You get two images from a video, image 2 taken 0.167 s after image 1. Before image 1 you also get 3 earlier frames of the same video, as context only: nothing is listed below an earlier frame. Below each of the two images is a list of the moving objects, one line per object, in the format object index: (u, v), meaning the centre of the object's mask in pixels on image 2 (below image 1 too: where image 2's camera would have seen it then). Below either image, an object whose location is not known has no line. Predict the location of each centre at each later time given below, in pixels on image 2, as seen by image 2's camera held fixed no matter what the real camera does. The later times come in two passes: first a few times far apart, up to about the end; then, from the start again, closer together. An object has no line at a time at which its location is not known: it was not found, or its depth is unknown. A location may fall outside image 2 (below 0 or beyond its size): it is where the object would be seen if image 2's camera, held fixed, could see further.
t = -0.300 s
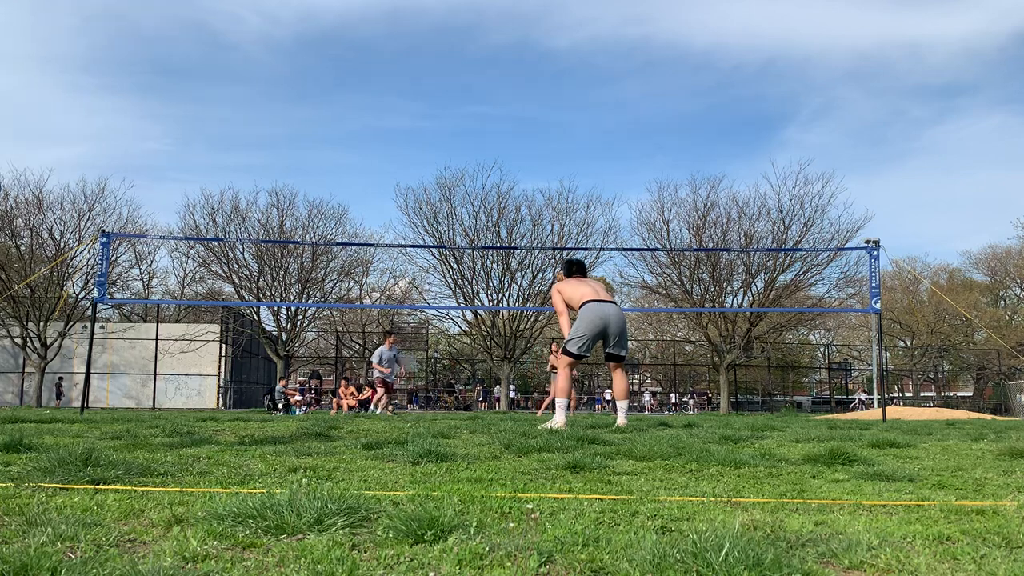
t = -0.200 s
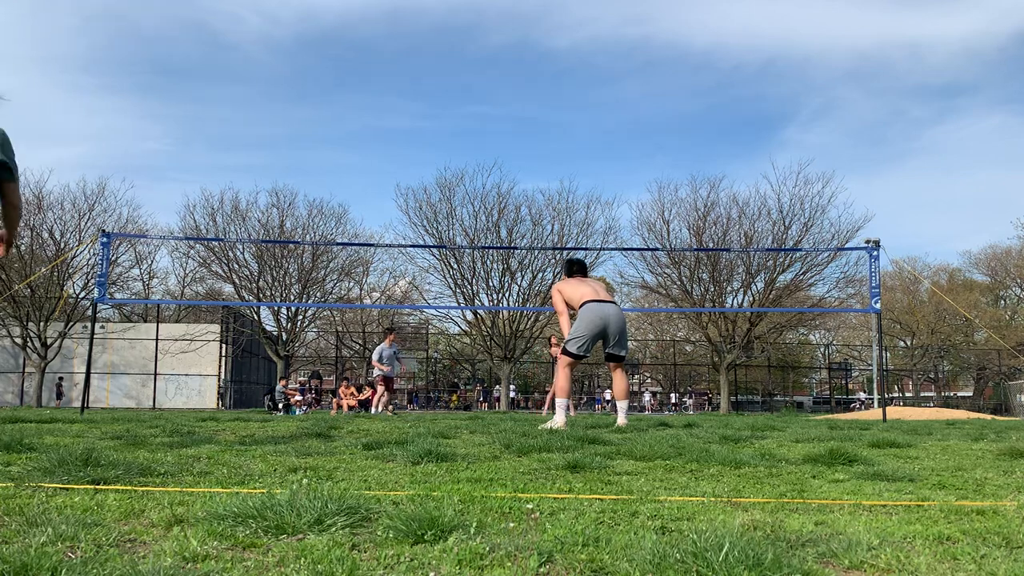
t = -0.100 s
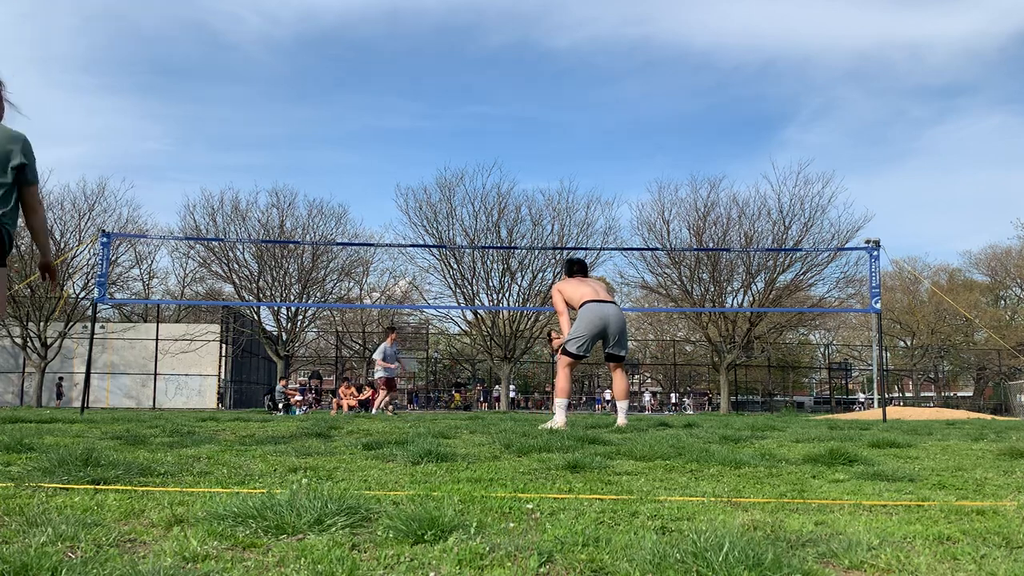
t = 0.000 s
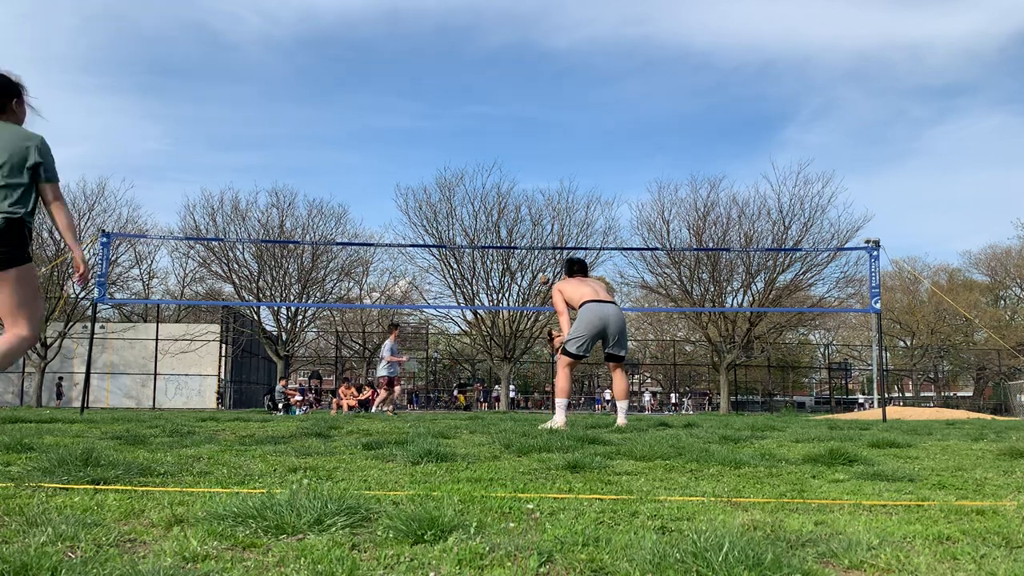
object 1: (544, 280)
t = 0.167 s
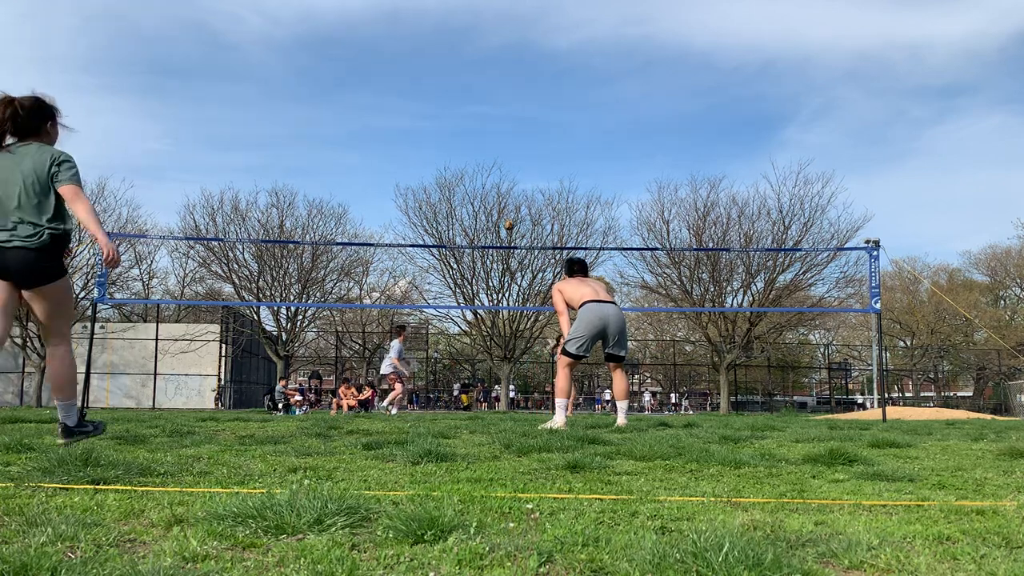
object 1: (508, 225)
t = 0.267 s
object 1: (487, 198)
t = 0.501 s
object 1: (438, 155)
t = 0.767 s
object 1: (382, 137)
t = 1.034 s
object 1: (326, 152)
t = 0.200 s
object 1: (502, 216)
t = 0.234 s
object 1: (495, 208)
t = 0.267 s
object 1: (487, 198)
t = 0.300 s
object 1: (480, 191)
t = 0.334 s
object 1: (473, 184)
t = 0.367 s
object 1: (466, 177)
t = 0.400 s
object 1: (459, 170)
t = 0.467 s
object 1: (445, 159)
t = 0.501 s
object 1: (438, 155)
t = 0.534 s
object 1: (431, 151)
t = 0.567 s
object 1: (424, 147)
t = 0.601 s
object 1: (417, 144)
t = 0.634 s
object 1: (410, 141)
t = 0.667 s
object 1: (403, 140)
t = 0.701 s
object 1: (396, 138)
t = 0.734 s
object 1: (389, 137)
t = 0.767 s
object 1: (382, 137)
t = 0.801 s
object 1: (376, 137)
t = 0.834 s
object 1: (368, 137)
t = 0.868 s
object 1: (361, 138)
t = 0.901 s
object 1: (354, 140)
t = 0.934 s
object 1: (347, 142)
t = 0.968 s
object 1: (340, 145)
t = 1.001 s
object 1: (333, 148)
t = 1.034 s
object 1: (326, 152)
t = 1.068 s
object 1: (319, 156)
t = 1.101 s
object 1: (312, 161)
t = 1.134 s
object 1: (305, 166)
